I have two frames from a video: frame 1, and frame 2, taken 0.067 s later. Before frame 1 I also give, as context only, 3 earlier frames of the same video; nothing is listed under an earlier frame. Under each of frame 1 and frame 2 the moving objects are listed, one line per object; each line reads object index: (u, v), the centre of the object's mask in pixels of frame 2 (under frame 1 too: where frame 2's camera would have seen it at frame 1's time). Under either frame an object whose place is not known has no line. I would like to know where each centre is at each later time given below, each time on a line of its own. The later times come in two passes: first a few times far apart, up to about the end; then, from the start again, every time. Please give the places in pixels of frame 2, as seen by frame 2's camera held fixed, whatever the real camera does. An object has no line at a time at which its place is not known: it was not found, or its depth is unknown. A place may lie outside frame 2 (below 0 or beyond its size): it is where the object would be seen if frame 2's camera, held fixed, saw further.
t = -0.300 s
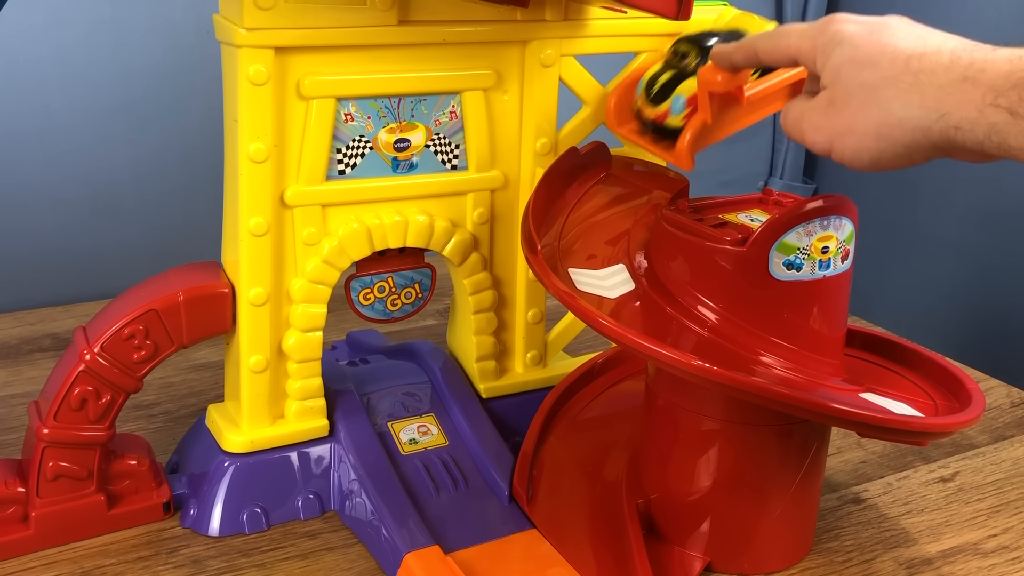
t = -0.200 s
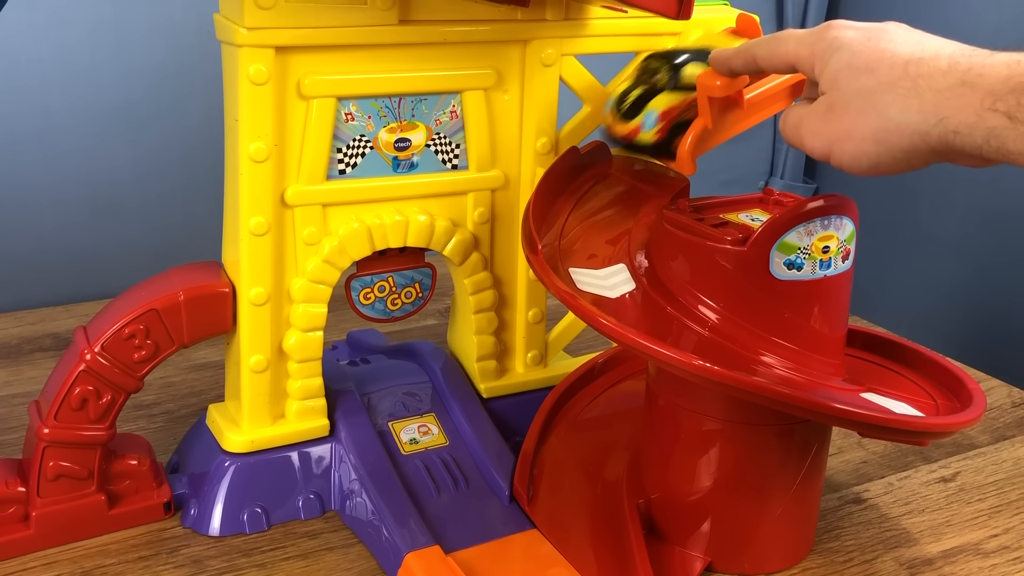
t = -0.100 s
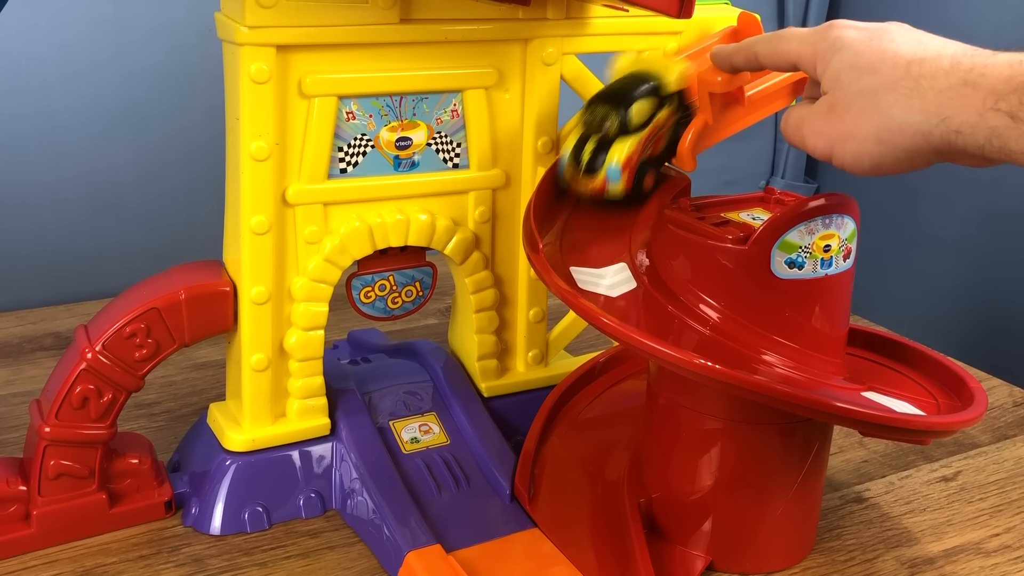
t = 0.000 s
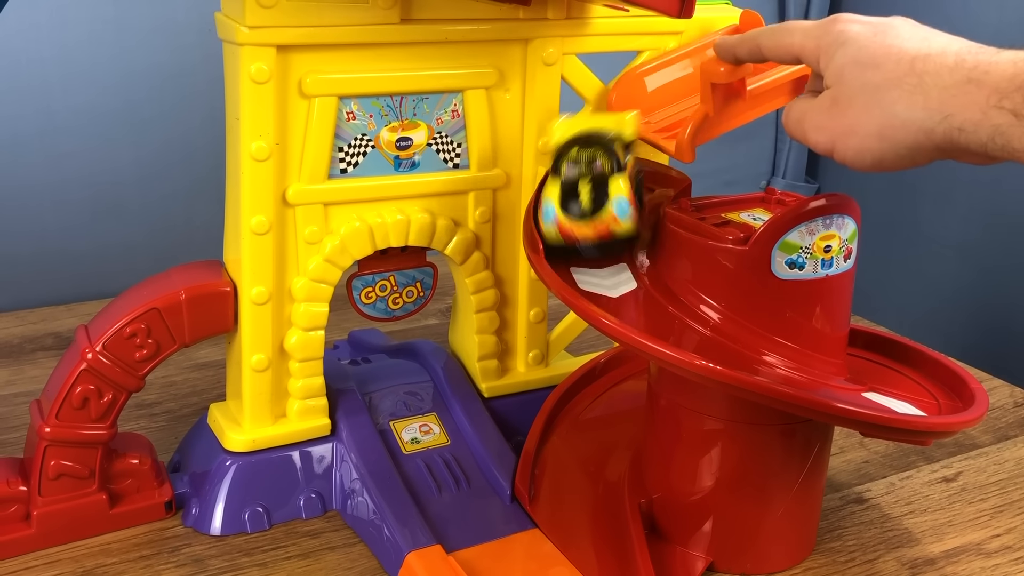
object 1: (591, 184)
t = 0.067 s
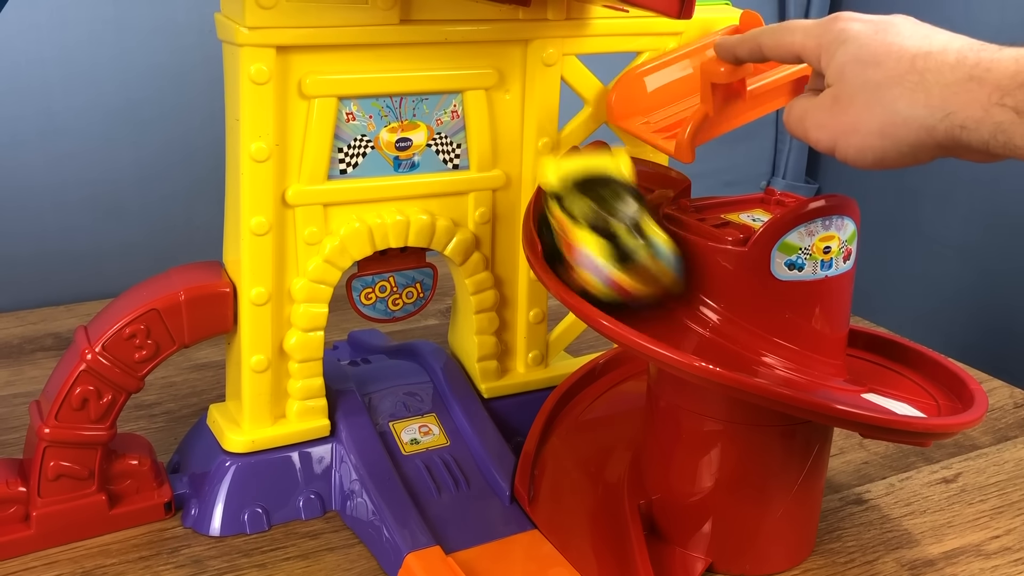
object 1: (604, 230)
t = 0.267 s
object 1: (844, 346)
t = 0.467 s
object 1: (906, 335)
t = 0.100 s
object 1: (625, 250)
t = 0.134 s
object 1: (657, 273)
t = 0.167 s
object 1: (697, 293)
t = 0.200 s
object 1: (745, 314)
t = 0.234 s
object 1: (794, 331)
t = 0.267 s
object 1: (844, 346)
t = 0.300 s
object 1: (880, 354)
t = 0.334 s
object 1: (905, 359)
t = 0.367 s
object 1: (922, 359)
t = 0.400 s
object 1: (921, 355)
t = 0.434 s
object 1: (918, 344)
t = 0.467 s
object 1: (906, 335)
